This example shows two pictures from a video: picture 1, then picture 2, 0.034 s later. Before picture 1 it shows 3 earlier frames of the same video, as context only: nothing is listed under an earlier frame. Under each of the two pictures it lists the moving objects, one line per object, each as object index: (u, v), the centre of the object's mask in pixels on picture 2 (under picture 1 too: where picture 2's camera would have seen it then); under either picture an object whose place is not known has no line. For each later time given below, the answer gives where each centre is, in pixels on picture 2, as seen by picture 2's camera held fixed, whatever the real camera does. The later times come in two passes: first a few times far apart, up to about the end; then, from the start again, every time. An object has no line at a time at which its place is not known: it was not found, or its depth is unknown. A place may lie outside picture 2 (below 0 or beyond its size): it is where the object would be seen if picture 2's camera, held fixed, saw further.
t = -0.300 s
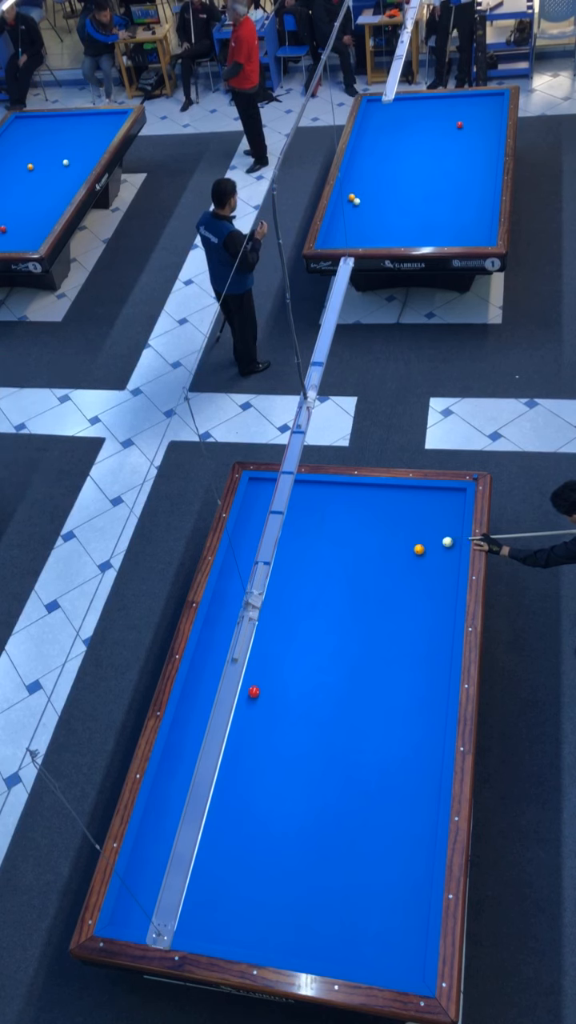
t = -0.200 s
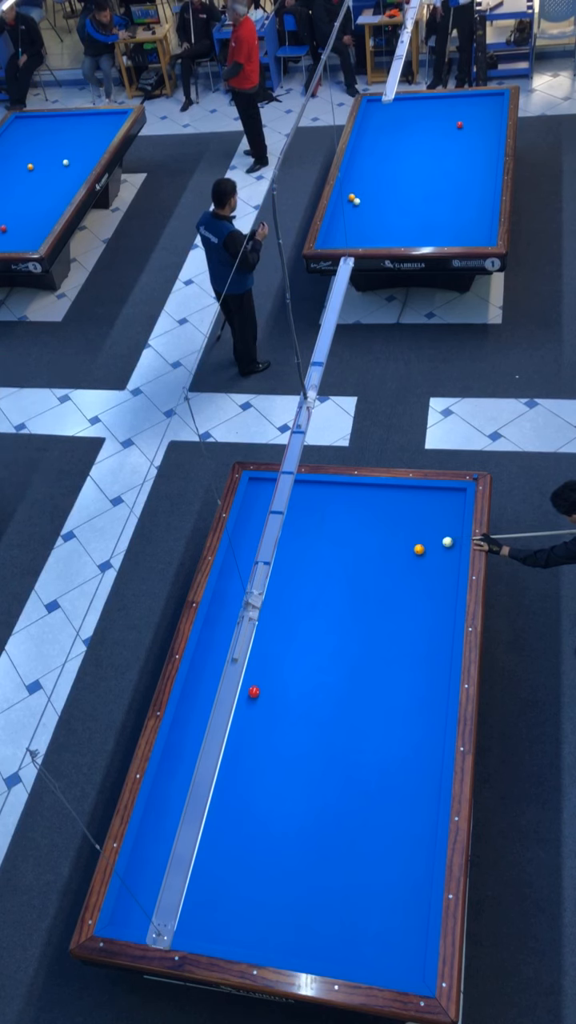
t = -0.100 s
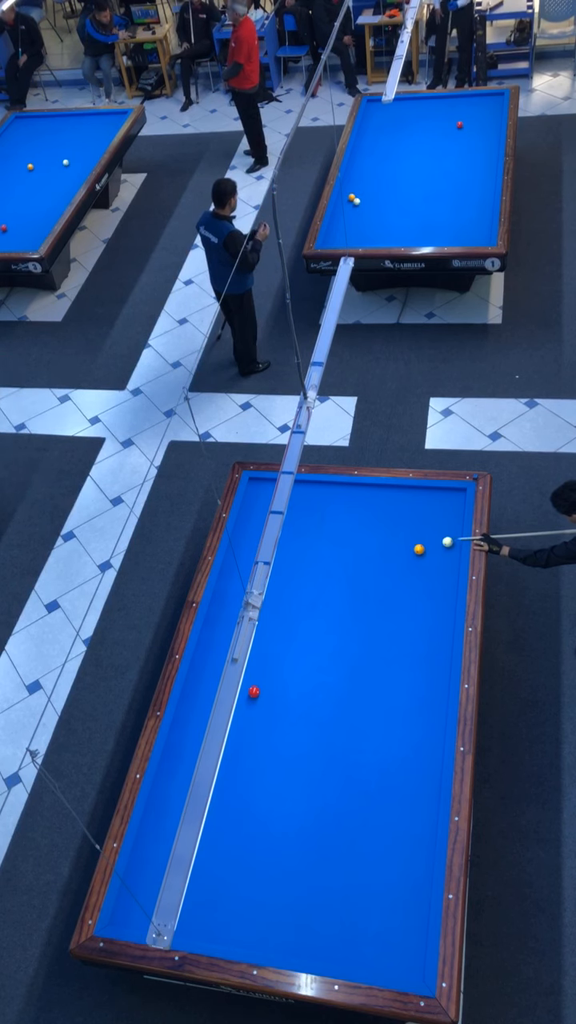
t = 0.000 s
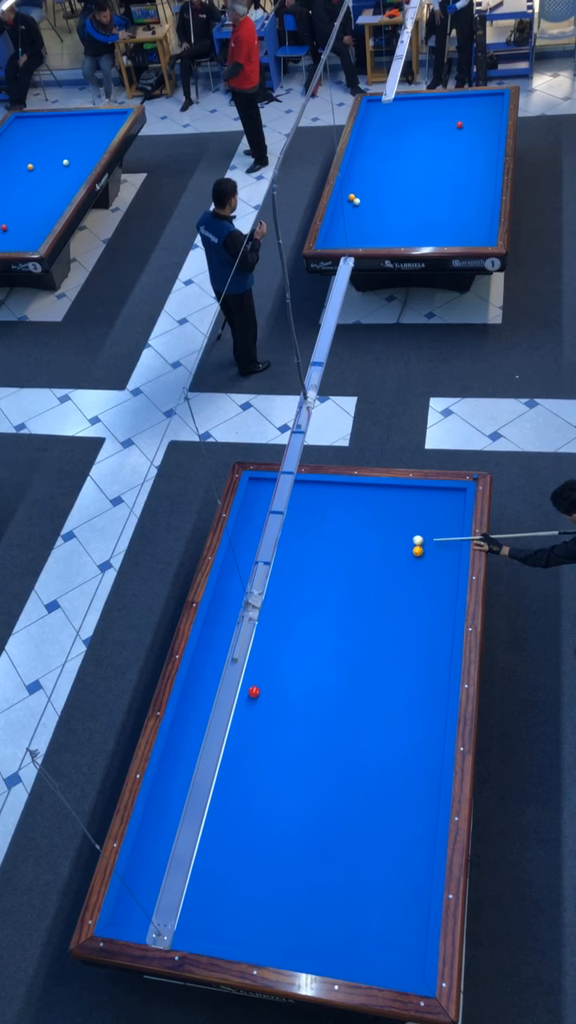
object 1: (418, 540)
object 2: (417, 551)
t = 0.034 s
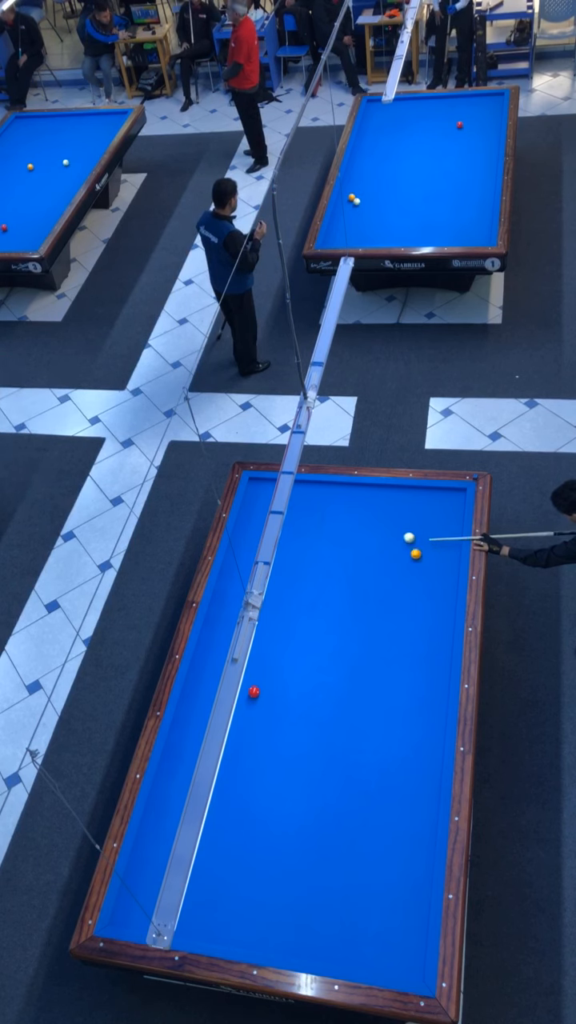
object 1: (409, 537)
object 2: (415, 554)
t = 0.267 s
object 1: (350, 520)
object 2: (404, 569)
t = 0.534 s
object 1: (290, 503)
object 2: (392, 585)
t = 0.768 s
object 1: (258, 488)
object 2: (381, 599)
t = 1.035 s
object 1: (294, 491)
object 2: (369, 616)
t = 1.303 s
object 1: (318, 504)
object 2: (357, 632)
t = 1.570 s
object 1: (346, 518)
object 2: (345, 648)
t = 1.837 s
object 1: (374, 529)
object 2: (334, 663)
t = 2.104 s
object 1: (402, 545)
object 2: (322, 680)
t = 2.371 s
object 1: (431, 560)
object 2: (310, 695)
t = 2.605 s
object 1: (452, 573)
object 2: (300, 709)
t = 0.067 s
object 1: (400, 534)
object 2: (413, 556)
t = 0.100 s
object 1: (391, 532)
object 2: (411, 558)
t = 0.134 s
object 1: (383, 530)
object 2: (410, 560)
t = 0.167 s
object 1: (374, 527)
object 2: (409, 563)
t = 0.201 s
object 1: (366, 525)
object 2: (407, 565)
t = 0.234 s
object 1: (358, 523)
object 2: (406, 567)
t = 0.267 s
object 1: (350, 520)
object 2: (404, 569)
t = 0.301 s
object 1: (341, 518)
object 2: (402, 571)
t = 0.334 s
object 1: (334, 516)
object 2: (401, 573)
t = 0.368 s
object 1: (326, 514)
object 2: (399, 575)
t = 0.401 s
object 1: (318, 512)
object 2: (398, 577)
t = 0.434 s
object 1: (310, 509)
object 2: (396, 579)
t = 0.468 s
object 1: (302, 507)
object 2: (395, 581)
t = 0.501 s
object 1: (295, 505)
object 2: (393, 583)
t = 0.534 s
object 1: (290, 503)
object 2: (392, 585)
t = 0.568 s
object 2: (390, 587)
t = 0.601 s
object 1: (270, 498)
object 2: (389, 589)
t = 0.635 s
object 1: (265, 497)
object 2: (387, 591)
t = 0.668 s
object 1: (258, 495)
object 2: (386, 593)
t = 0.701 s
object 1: (251, 493)
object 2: (384, 595)
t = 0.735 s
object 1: (252, 491)
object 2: (383, 598)
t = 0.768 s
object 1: (258, 488)
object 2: (381, 599)
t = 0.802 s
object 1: (264, 486)
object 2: (380, 601)
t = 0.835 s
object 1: (270, 484)
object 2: (378, 603)
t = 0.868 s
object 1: (274, 481)
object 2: (377, 606)
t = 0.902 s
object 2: (375, 608)
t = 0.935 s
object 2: (374, 610)
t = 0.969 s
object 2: (372, 612)
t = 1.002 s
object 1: (292, 490)
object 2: (371, 614)
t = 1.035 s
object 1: (294, 491)
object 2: (369, 616)
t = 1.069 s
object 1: (296, 493)
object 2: (368, 618)
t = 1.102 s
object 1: (299, 494)
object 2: (366, 620)
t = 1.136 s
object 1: (302, 496)
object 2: (365, 622)
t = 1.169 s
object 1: (305, 498)
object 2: (363, 624)
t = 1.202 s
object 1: (309, 499)
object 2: (362, 626)
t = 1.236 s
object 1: (312, 501)
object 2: (360, 628)
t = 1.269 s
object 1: (315, 503)
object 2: (359, 630)
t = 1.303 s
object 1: (318, 504)
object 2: (357, 632)
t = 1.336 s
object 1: (322, 506)
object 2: (356, 634)
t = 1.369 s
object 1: (325, 508)
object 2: (354, 636)
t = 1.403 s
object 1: (329, 509)
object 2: (353, 638)
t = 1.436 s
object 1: (332, 511)
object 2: (351, 640)
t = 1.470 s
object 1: (335, 513)
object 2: (350, 642)
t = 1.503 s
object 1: (339, 514)
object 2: (348, 644)
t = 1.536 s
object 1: (342, 516)
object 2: (347, 646)
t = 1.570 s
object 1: (346, 518)
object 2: (345, 648)
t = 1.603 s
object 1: (349, 519)
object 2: (344, 650)
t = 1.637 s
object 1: (353, 521)
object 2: (342, 652)
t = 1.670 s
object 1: (356, 523)
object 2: (341, 654)
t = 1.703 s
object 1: (360, 525)
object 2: (339, 656)
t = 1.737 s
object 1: (363, 526)
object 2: (338, 658)
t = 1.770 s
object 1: (366, 528)
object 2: (336, 660)
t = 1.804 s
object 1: (370, 530)
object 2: (335, 662)
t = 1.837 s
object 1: (374, 529)
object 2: (334, 663)
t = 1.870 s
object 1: (377, 533)
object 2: (332, 665)
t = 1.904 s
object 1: (380, 536)
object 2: (330, 669)
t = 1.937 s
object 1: (384, 537)
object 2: (329, 670)
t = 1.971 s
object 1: (387, 539)
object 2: (328, 672)
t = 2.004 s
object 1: (391, 541)
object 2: (326, 674)
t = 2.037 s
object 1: (395, 542)
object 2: (325, 676)
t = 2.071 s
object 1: (398, 544)
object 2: (324, 678)
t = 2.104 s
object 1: (402, 545)
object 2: (322, 680)
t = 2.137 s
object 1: (405, 547)
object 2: (320, 681)
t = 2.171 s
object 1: (408, 549)
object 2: (319, 683)
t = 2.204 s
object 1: (412, 551)
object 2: (317, 686)
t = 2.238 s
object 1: (416, 553)
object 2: (316, 688)
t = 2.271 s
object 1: (420, 555)
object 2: (315, 690)
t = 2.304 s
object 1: (423, 556)
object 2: (313, 692)
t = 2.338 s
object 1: (427, 558)
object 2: (312, 694)
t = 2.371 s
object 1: (431, 560)
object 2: (310, 695)
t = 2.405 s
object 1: (434, 561)
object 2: (309, 697)
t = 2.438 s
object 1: (438, 563)
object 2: (308, 699)
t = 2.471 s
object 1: (442, 565)
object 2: (306, 701)
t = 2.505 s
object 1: (445, 567)
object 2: (304, 703)
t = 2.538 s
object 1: (449, 569)
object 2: (303, 705)
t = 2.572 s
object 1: (453, 570)
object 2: (302, 707)
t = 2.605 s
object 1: (452, 573)
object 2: (300, 709)
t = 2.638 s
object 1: (449, 574)
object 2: (299, 711)
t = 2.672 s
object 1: (444, 577)
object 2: (296, 715)
